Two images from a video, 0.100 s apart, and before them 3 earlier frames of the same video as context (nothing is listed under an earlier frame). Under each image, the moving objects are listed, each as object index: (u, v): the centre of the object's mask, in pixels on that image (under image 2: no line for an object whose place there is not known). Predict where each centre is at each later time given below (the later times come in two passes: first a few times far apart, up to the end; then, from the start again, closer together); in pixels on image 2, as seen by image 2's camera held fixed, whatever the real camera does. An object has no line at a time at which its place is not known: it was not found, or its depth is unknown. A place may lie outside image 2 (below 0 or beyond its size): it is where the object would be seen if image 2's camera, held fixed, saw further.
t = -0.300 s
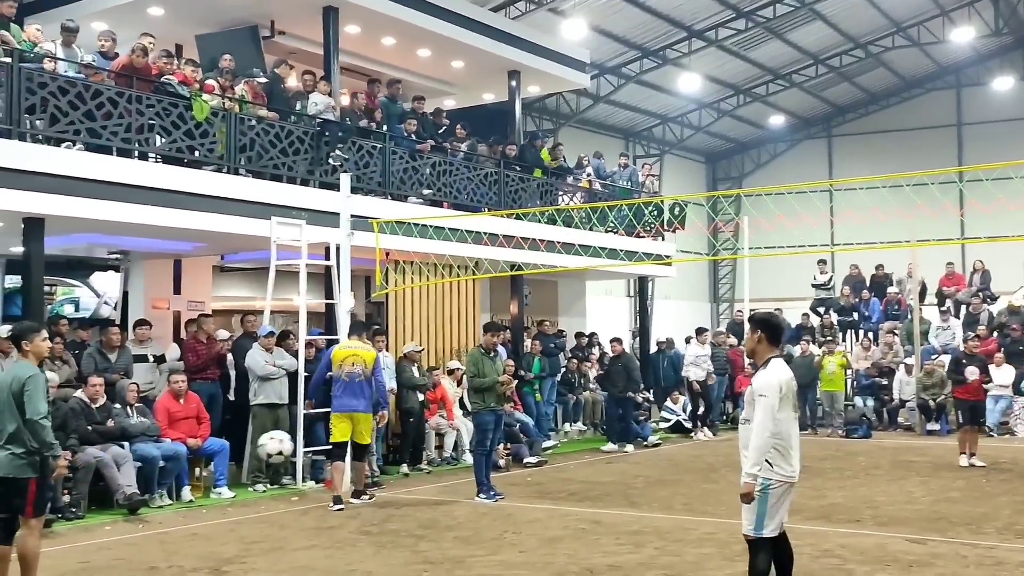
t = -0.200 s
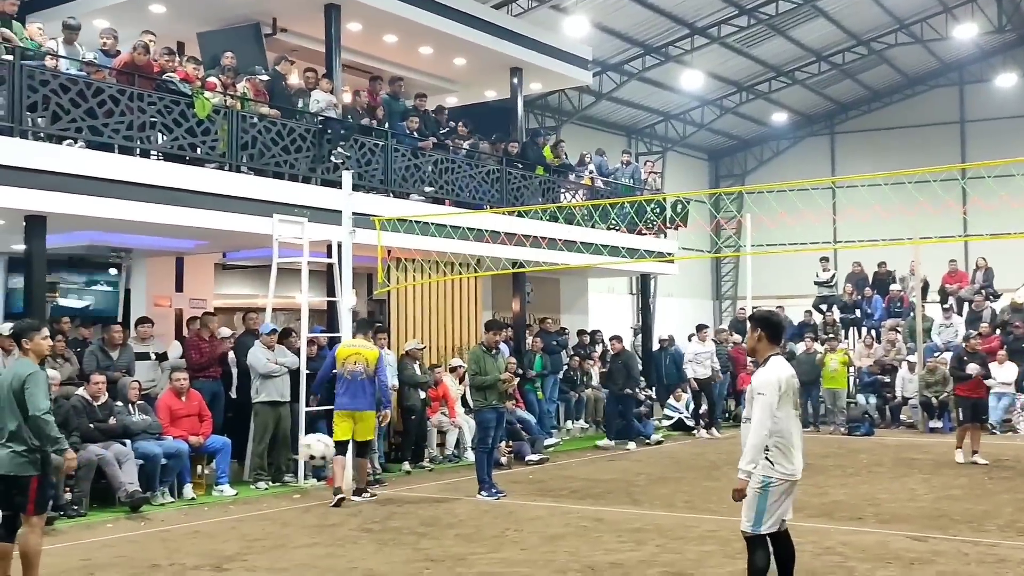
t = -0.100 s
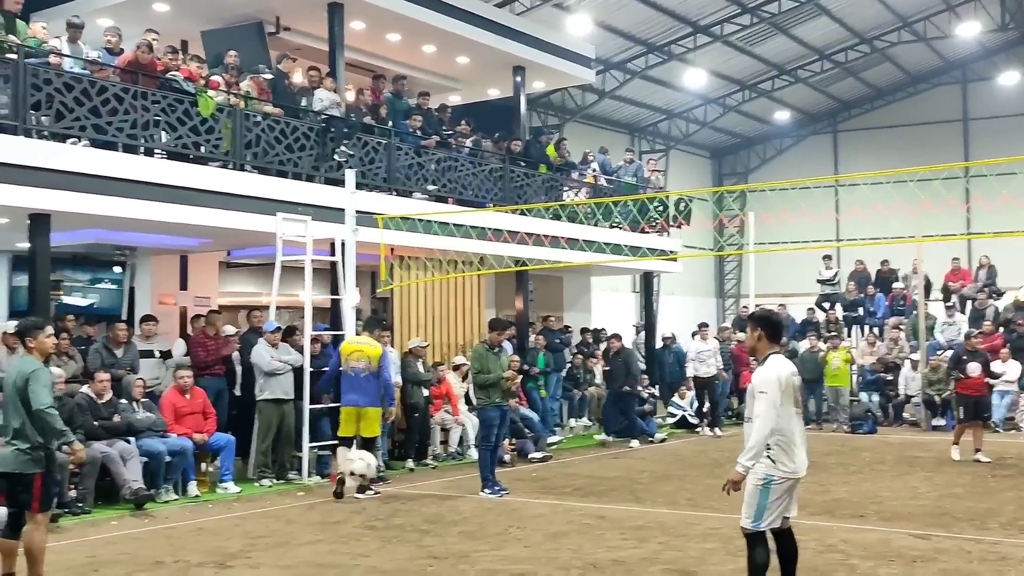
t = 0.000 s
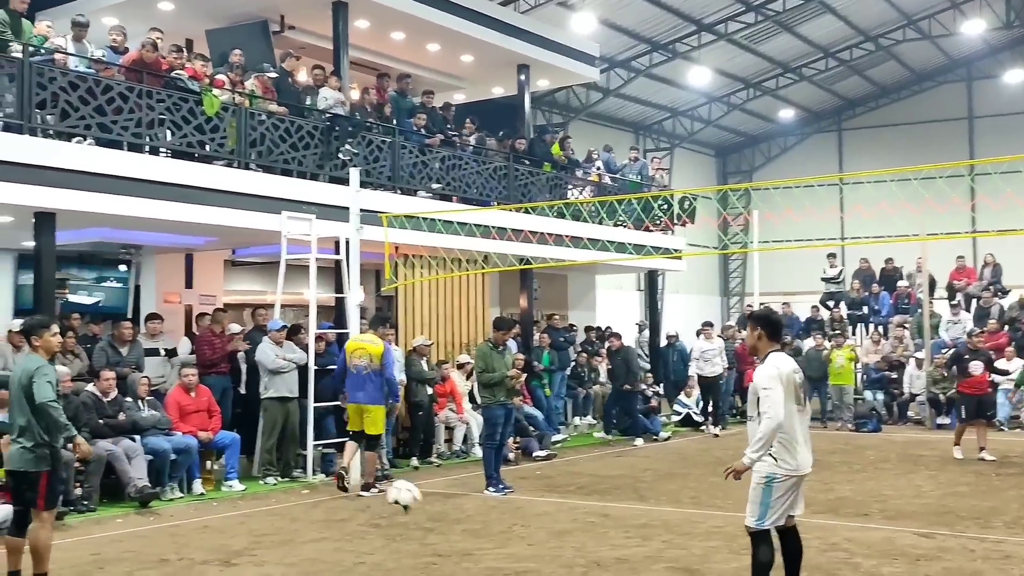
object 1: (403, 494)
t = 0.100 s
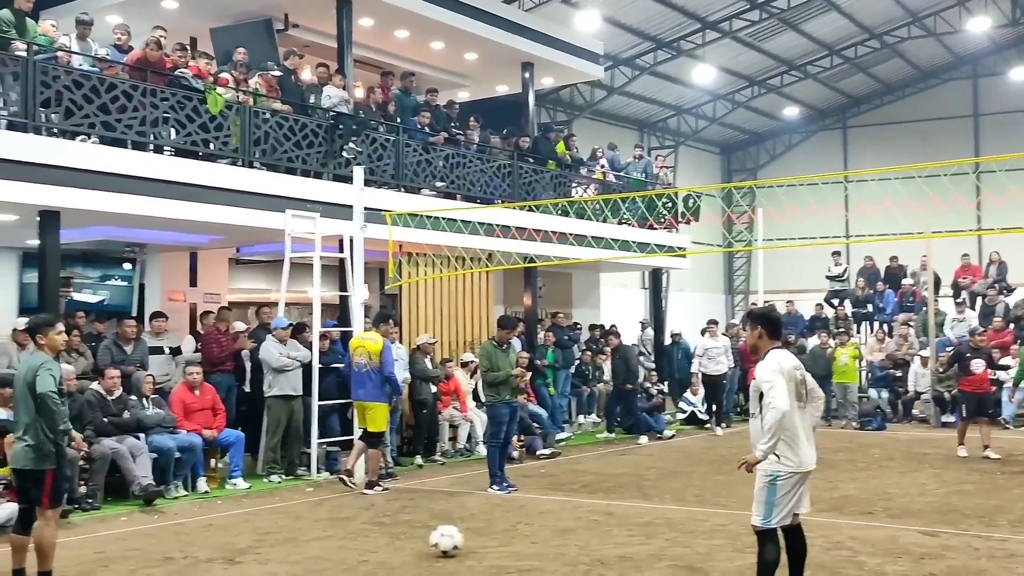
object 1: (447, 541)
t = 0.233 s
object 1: (494, 488)
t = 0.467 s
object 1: (574, 457)
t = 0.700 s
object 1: (653, 502)
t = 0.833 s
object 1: (696, 507)
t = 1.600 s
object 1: (914, 487)
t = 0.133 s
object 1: (459, 525)
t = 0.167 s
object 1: (470, 511)
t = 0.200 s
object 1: (482, 499)
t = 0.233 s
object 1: (494, 488)
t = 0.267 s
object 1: (506, 480)
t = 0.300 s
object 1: (516, 473)
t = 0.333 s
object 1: (528, 466)
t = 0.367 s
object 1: (539, 462)
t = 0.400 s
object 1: (551, 458)
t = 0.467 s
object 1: (574, 457)
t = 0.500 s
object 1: (585, 459)
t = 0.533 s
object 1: (597, 463)
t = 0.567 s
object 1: (608, 467)
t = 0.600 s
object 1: (619, 474)
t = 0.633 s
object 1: (631, 481)
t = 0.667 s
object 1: (641, 490)
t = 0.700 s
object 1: (653, 502)
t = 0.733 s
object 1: (664, 513)
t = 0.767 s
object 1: (675, 529)
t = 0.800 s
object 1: (686, 518)
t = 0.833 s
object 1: (696, 507)
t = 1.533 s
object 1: (899, 488)
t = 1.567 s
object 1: (909, 486)
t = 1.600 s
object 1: (914, 487)
